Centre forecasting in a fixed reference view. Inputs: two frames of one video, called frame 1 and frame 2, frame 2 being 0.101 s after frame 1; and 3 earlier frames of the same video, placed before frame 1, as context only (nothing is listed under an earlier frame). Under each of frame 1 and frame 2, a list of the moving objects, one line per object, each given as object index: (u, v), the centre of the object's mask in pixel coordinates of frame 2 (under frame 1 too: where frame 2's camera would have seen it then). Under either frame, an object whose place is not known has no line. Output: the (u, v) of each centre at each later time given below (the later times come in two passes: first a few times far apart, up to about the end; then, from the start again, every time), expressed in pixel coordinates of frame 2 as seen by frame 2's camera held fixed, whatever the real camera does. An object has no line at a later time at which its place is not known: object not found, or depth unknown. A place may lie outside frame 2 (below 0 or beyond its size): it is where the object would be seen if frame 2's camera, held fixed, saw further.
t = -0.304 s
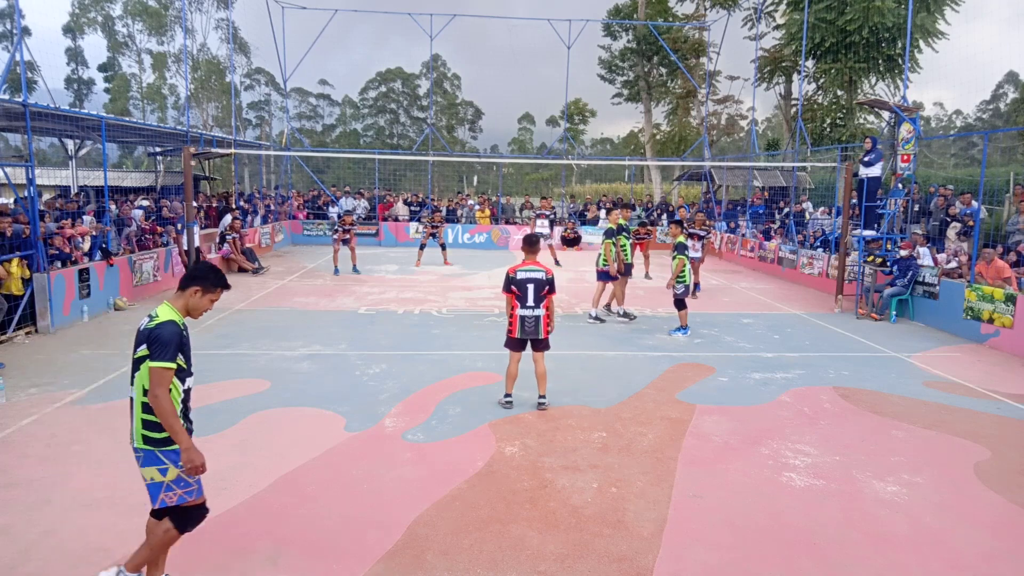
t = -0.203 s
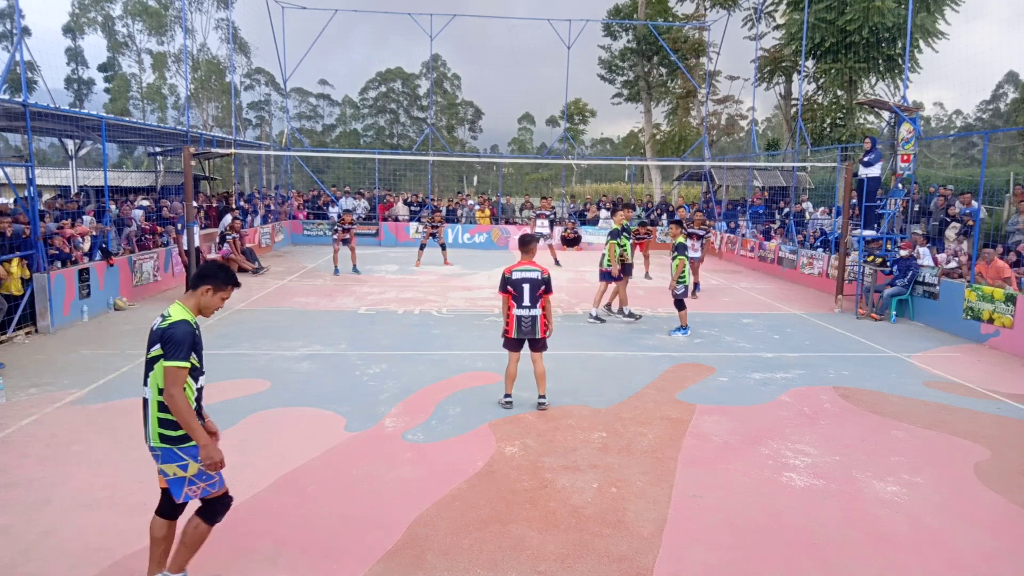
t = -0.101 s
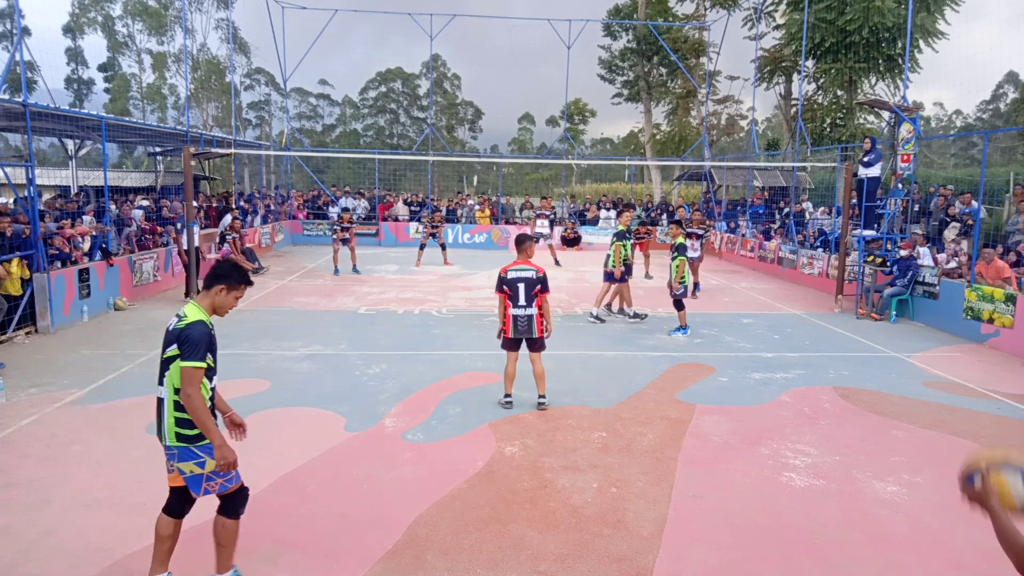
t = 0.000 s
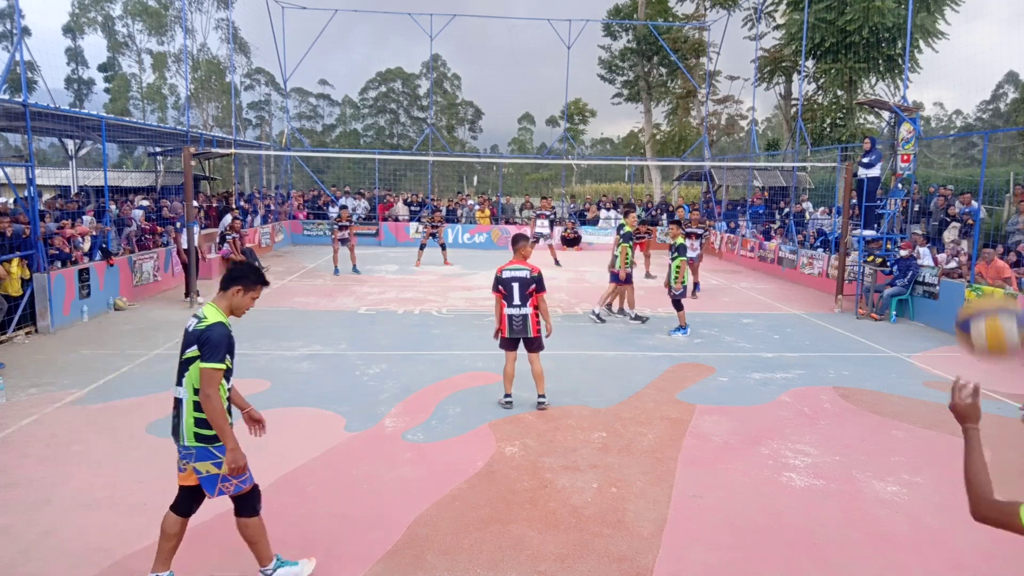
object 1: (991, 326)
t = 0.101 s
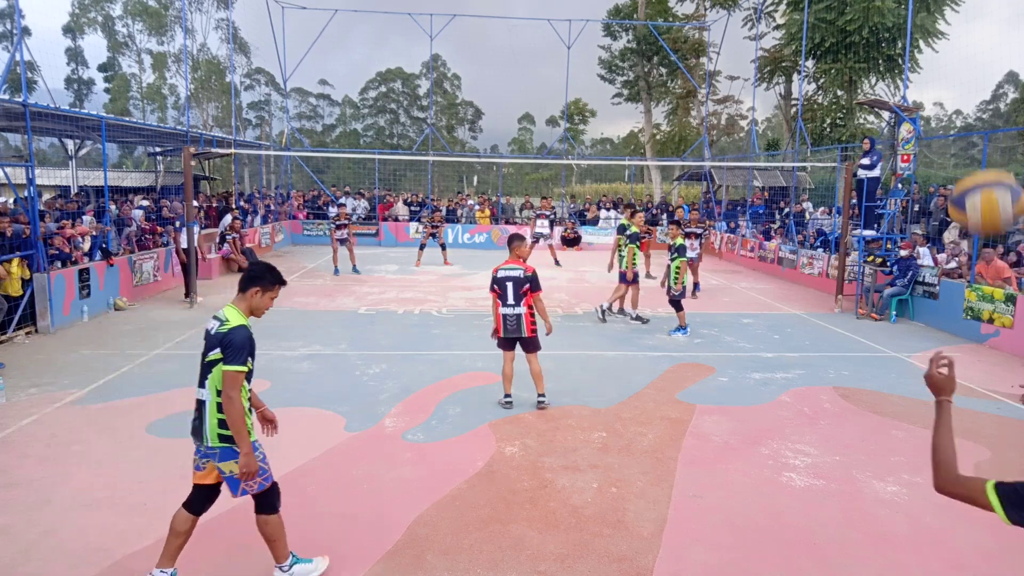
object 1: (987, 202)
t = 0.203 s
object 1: (977, 111)
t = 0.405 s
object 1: (948, 25)
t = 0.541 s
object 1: (925, 30)
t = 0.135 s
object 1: (984, 167)
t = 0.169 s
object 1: (981, 138)
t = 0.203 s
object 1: (977, 111)
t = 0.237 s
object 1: (973, 87)
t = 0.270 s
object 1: (968, 67)
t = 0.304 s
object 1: (964, 51)
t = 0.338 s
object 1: (959, 38)
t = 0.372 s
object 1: (954, 29)
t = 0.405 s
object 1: (948, 25)
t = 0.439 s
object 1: (943, 23)
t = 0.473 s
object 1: (937, 23)
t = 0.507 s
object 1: (931, 25)
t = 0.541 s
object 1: (925, 30)
